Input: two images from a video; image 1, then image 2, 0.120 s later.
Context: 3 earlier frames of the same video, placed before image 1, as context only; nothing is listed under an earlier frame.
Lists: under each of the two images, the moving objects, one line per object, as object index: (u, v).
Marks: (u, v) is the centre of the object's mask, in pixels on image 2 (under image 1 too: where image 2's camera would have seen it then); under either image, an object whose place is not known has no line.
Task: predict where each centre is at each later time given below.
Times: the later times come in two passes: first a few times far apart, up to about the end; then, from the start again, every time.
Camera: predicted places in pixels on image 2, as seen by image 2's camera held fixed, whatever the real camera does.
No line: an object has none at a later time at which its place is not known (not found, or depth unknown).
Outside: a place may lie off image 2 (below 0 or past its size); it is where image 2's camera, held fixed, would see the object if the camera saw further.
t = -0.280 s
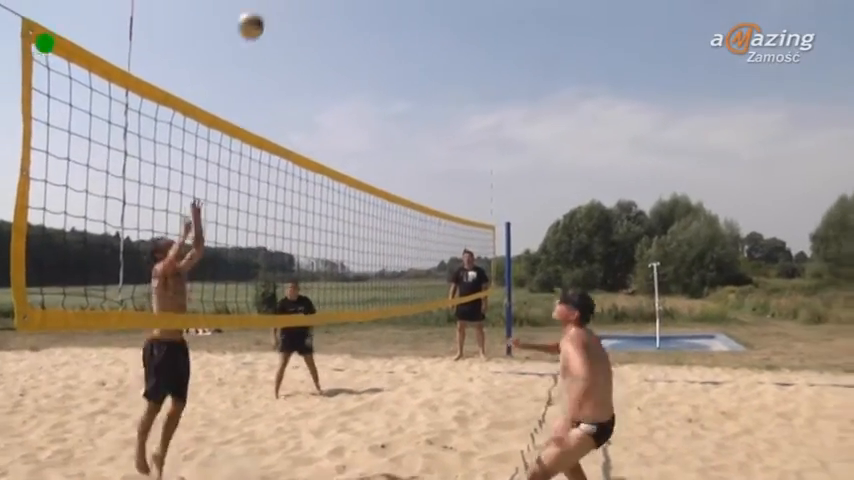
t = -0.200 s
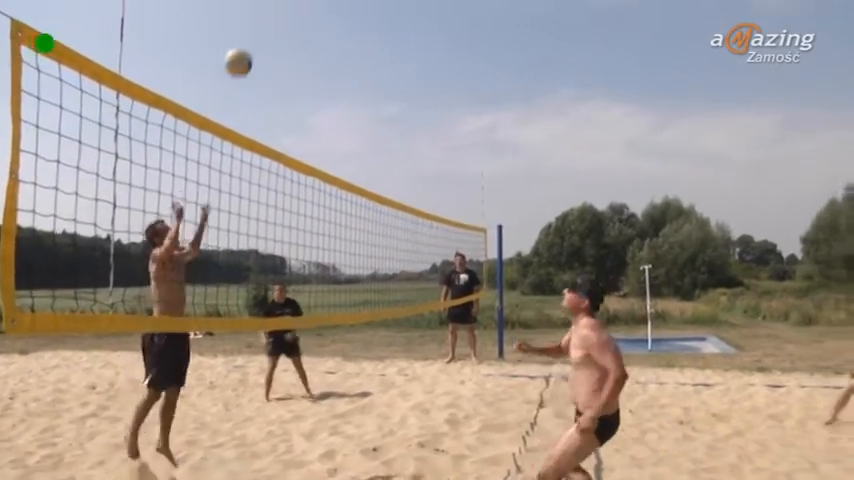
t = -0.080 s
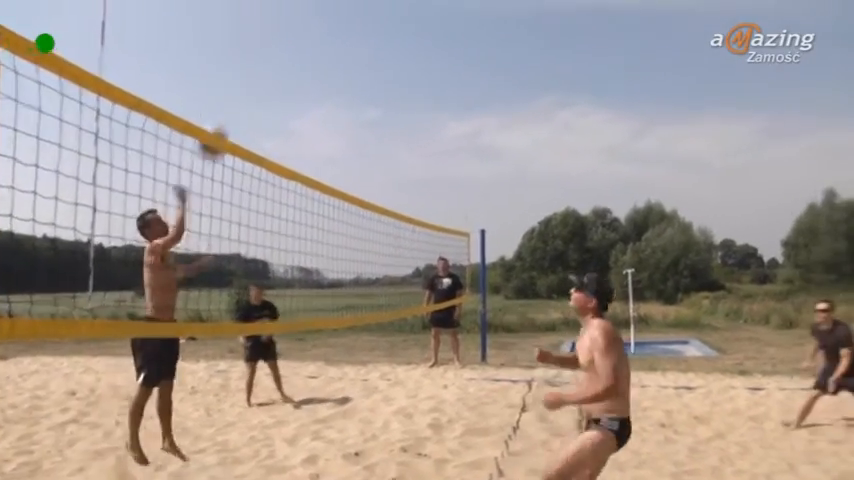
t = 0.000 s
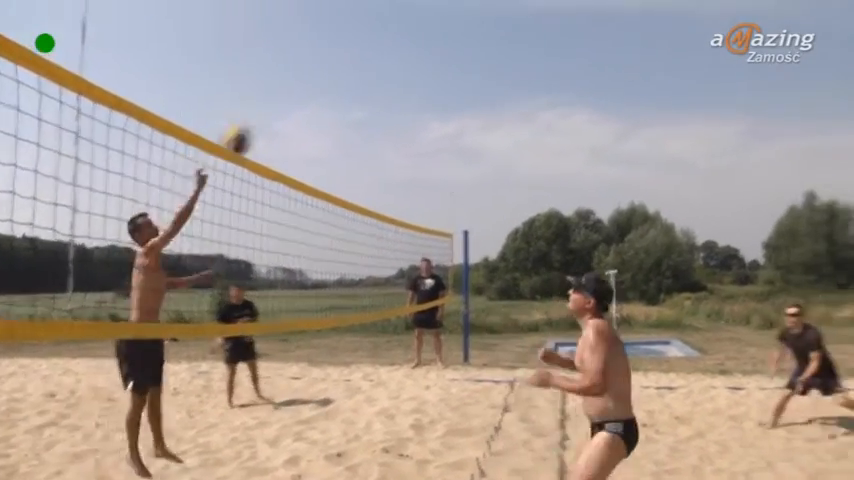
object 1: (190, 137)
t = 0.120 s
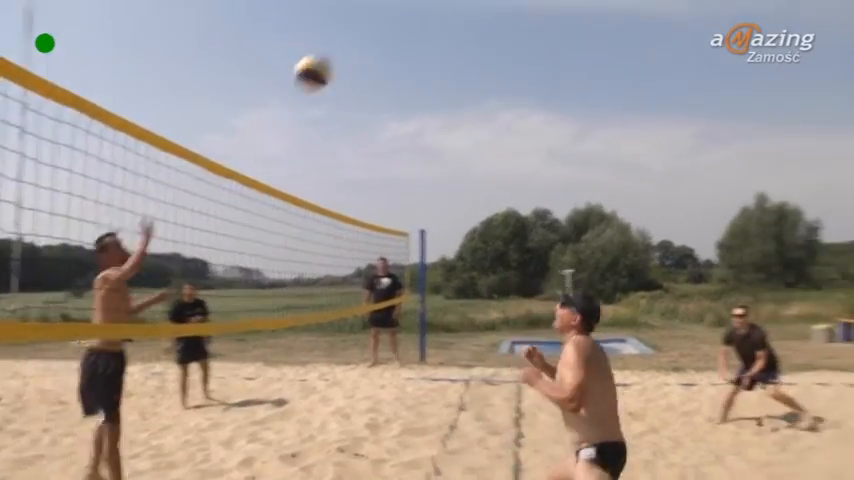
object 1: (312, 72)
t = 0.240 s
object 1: (448, 26)
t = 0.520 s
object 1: (797, 22)
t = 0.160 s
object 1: (357, 54)
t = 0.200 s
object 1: (403, 39)
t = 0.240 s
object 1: (448, 26)
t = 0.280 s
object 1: (498, 20)
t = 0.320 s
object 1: (547, 16)
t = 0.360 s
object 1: (595, 15)
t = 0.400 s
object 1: (645, 13)
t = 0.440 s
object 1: (696, 14)
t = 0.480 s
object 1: (748, 16)
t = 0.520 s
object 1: (797, 22)
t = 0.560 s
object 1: (849, 35)
